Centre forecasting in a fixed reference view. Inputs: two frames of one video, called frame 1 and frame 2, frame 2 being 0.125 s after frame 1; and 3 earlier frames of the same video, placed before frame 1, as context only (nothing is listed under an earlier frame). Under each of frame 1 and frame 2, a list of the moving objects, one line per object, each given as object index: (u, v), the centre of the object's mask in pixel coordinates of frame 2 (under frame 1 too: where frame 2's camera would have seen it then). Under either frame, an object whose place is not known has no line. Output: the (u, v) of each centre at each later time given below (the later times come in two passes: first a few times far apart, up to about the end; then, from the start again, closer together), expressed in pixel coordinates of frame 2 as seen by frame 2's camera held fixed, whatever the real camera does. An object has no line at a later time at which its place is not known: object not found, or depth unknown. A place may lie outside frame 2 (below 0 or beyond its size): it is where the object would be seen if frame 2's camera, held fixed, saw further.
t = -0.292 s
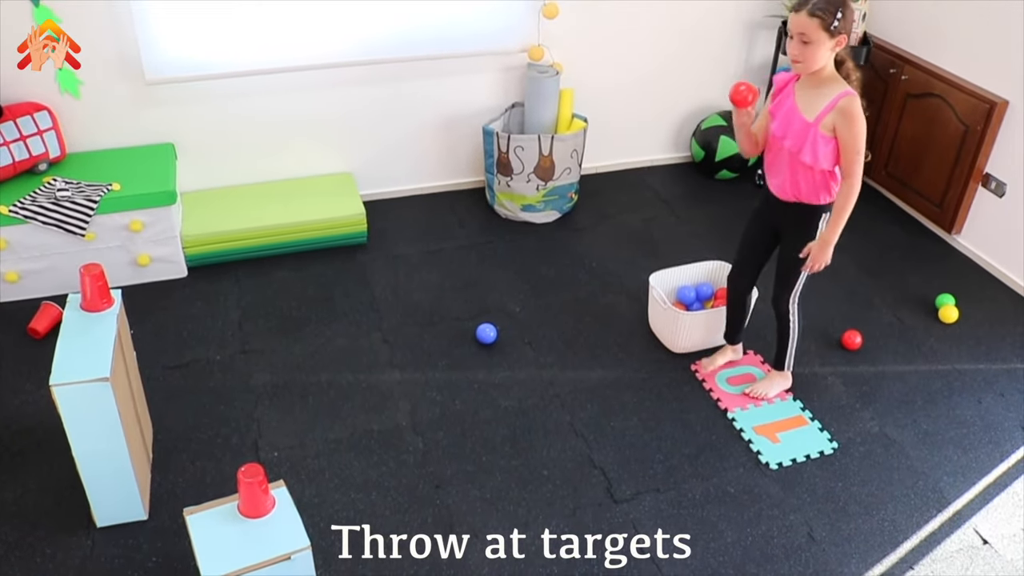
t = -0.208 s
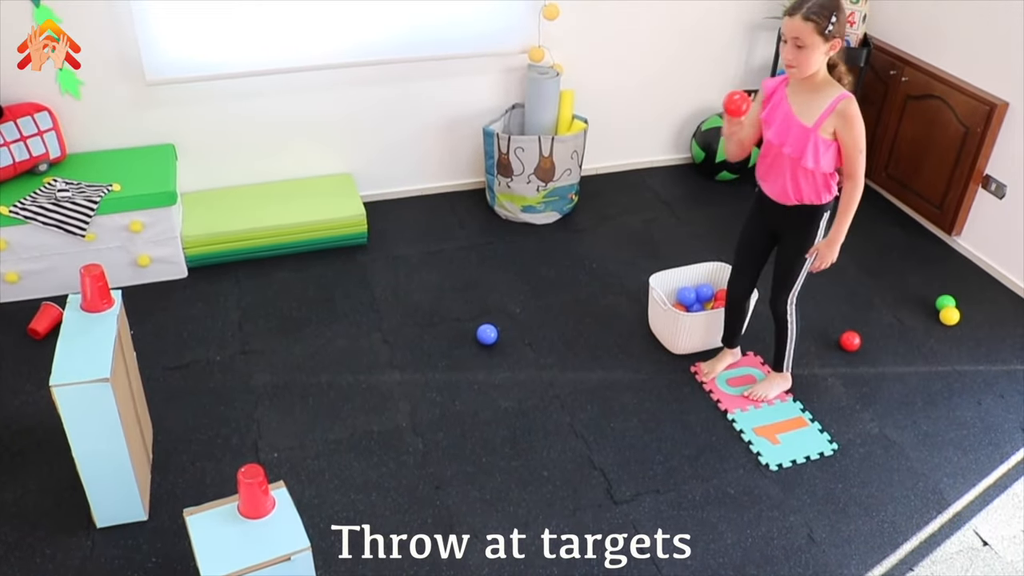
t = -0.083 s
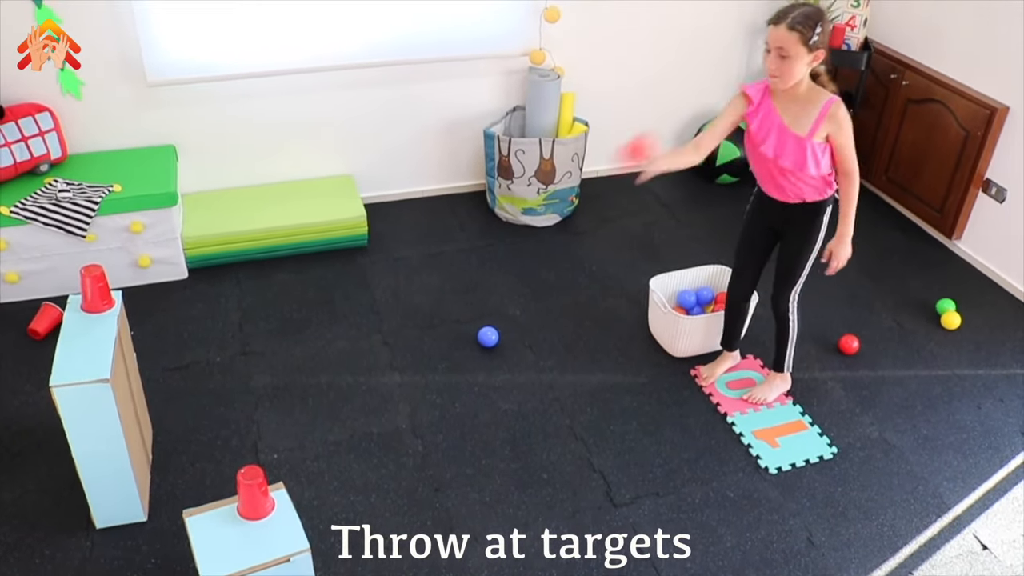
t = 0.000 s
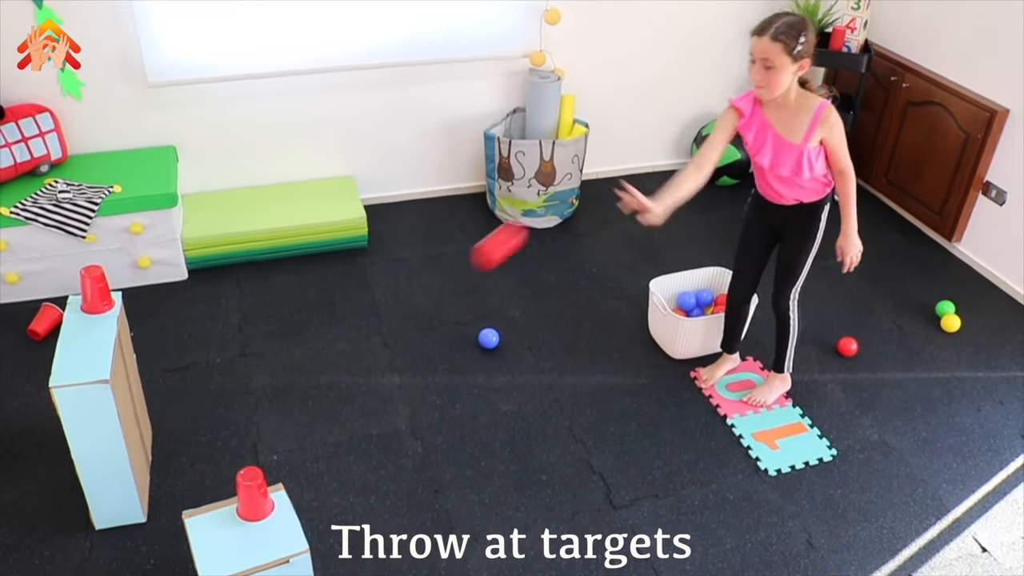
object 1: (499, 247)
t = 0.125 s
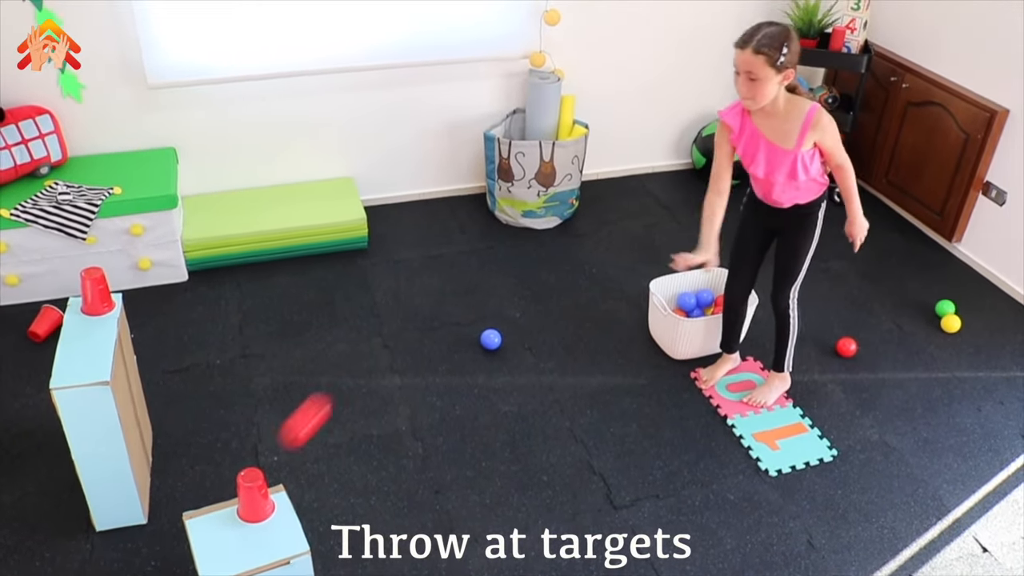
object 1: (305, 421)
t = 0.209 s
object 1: (218, 467)
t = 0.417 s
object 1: (185, 425)
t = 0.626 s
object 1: (241, 371)
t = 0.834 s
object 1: (277, 324)
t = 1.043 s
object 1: (306, 280)
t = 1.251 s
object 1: (338, 252)
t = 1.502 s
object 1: (387, 264)
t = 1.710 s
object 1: (423, 271)
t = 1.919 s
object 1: (459, 277)
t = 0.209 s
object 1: (218, 467)
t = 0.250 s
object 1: (189, 456)
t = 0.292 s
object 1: (165, 451)
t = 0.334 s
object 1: (149, 444)
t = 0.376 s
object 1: (167, 433)
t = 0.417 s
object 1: (185, 425)
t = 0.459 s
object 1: (201, 421)
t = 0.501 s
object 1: (219, 422)
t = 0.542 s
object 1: (227, 405)
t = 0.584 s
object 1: (234, 386)
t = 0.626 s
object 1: (241, 371)
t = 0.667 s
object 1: (248, 359)
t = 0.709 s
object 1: (256, 352)
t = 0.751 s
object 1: (264, 348)
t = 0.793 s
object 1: (270, 335)
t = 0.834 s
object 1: (277, 324)
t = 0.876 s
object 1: (284, 316)
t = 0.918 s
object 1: (290, 306)
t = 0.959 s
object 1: (295, 298)
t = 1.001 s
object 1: (301, 289)
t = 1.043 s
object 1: (306, 280)
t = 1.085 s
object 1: (312, 272)
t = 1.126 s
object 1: (317, 264)
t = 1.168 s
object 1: (322, 256)
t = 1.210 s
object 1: (328, 251)
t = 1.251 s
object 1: (338, 252)
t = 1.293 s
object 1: (349, 257)
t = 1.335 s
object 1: (357, 260)
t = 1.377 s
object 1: (365, 261)
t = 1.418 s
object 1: (372, 262)
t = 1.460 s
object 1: (379, 263)
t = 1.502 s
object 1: (387, 264)
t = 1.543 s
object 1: (394, 266)
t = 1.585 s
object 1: (401, 267)
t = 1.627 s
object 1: (409, 268)
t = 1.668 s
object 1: (416, 269)
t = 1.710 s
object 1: (423, 271)
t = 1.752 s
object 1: (431, 272)
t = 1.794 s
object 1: (438, 273)
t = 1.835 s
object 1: (445, 274)
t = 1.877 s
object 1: (452, 275)
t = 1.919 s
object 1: (459, 277)
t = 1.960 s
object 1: (467, 278)
